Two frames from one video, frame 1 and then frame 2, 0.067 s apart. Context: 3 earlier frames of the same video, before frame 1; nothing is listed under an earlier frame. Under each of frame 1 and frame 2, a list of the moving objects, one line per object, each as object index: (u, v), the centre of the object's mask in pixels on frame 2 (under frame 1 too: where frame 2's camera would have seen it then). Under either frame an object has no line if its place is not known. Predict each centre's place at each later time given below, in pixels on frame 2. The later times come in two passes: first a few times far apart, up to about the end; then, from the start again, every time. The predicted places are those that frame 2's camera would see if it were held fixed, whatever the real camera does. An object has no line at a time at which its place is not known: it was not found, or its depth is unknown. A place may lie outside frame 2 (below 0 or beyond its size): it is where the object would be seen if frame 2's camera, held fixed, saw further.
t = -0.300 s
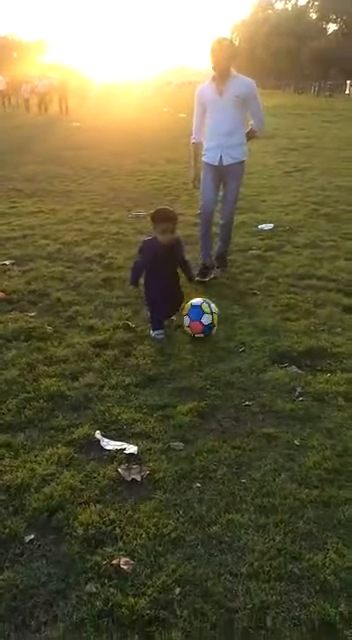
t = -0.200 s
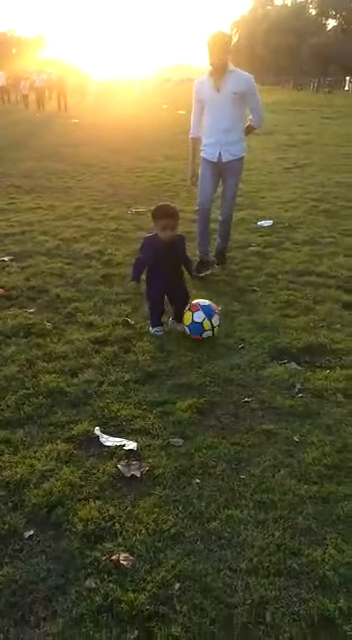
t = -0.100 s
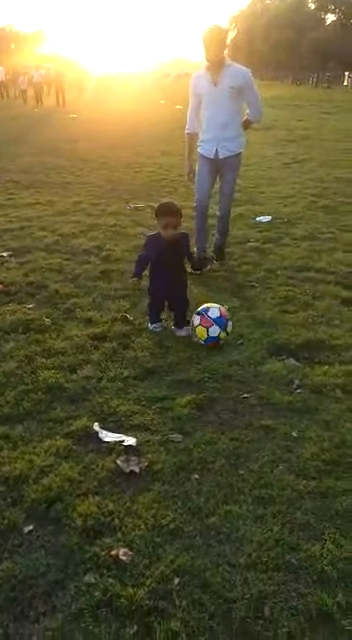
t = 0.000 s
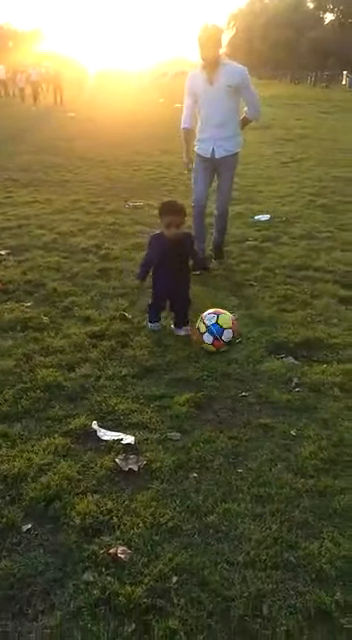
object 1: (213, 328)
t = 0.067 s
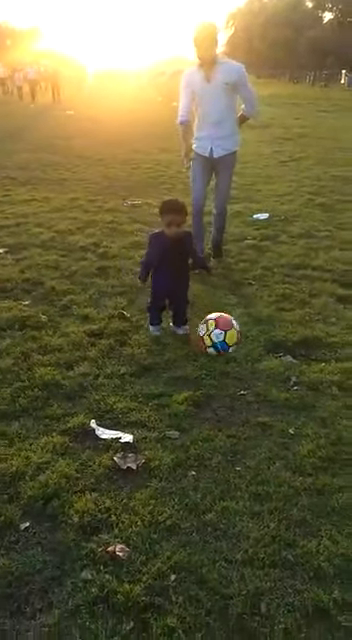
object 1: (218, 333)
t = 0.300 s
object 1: (233, 350)
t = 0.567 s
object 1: (251, 369)
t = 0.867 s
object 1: (269, 387)
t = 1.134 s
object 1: (287, 398)
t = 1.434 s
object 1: (307, 409)
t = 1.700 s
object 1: (313, 413)
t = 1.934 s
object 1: (308, 413)
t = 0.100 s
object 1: (220, 335)
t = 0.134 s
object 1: (222, 336)
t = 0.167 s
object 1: (224, 339)
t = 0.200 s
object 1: (226, 342)
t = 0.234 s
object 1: (228, 345)
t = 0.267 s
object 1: (231, 348)
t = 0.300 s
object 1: (233, 350)
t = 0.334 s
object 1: (235, 354)
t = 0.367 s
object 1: (237, 357)
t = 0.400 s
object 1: (239, 358)
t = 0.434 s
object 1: (242, 362)
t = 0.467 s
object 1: (244, 364)
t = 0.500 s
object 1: (246, 366)
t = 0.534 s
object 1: (249, 368)
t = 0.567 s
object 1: (251, 369)
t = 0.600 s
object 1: (252, 371)
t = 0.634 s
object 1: (254, 374)
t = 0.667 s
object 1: (256, 376)
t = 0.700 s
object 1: (258, 377)
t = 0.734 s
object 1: (259, 380)
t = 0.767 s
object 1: (261, 382)
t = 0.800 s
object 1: (264, 384)
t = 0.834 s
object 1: (266, 386)
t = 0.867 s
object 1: (269, 387)
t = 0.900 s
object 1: (271, 389)
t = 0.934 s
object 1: (274, 391)
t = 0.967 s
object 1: (276, 392)
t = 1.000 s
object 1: (278, 393)
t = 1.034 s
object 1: (281, 394)
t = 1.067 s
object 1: (283, 395)
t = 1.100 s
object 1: (285, 397)
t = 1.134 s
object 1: (287, 398)
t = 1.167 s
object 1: (290, 400)
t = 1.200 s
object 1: (293, 401)
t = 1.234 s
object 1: (294, 401)
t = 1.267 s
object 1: (296, 402)
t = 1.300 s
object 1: (299, 404)
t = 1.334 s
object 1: (301, 405)
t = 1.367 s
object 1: (303, 407)
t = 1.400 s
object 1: (305, 407)
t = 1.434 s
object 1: (307, 409)
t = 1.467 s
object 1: (308, 410)
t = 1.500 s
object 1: (310, 411)
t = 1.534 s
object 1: (311, 412)
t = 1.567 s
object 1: (311, 412)
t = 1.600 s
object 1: (312, 413)
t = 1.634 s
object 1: (313, 413)
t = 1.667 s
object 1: (313, 413)
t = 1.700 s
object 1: (313, 413)
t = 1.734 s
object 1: (312, 414)
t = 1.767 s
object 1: (312, 414)
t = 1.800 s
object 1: (311, 414)
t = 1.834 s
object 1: (310, 414)
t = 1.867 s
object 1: (310, 414)
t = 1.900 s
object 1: (309, 413)
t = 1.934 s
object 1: (308, 413)
